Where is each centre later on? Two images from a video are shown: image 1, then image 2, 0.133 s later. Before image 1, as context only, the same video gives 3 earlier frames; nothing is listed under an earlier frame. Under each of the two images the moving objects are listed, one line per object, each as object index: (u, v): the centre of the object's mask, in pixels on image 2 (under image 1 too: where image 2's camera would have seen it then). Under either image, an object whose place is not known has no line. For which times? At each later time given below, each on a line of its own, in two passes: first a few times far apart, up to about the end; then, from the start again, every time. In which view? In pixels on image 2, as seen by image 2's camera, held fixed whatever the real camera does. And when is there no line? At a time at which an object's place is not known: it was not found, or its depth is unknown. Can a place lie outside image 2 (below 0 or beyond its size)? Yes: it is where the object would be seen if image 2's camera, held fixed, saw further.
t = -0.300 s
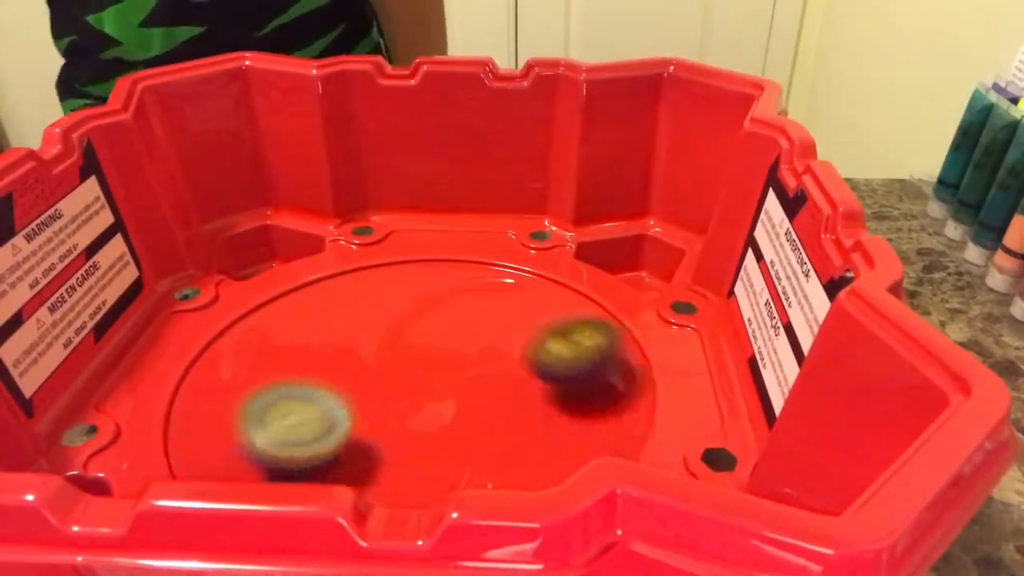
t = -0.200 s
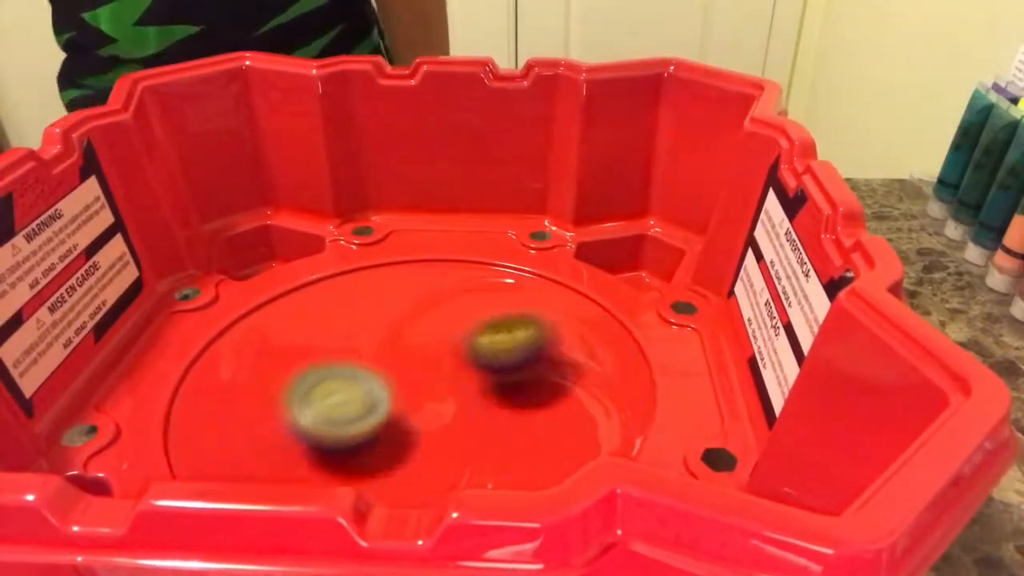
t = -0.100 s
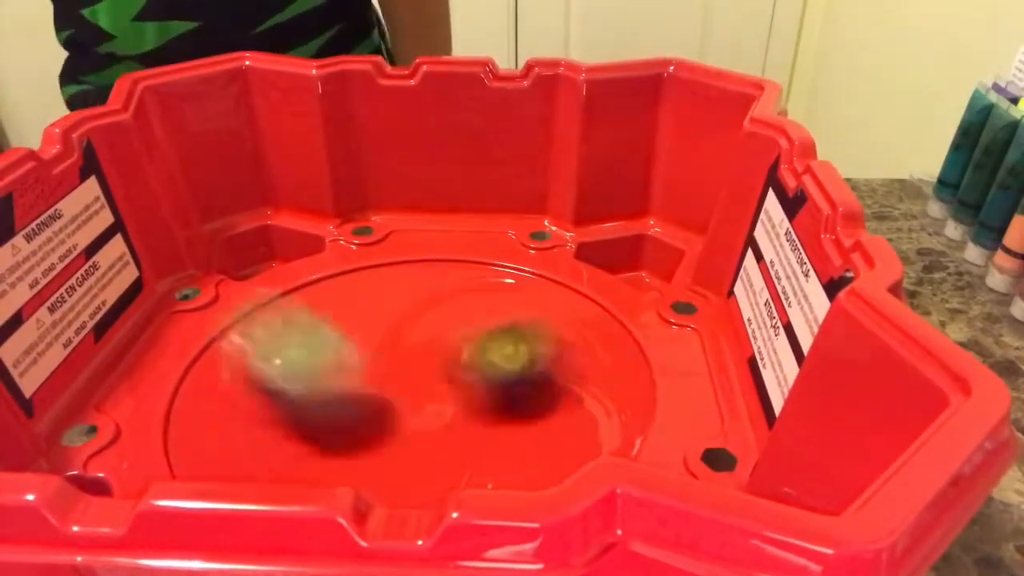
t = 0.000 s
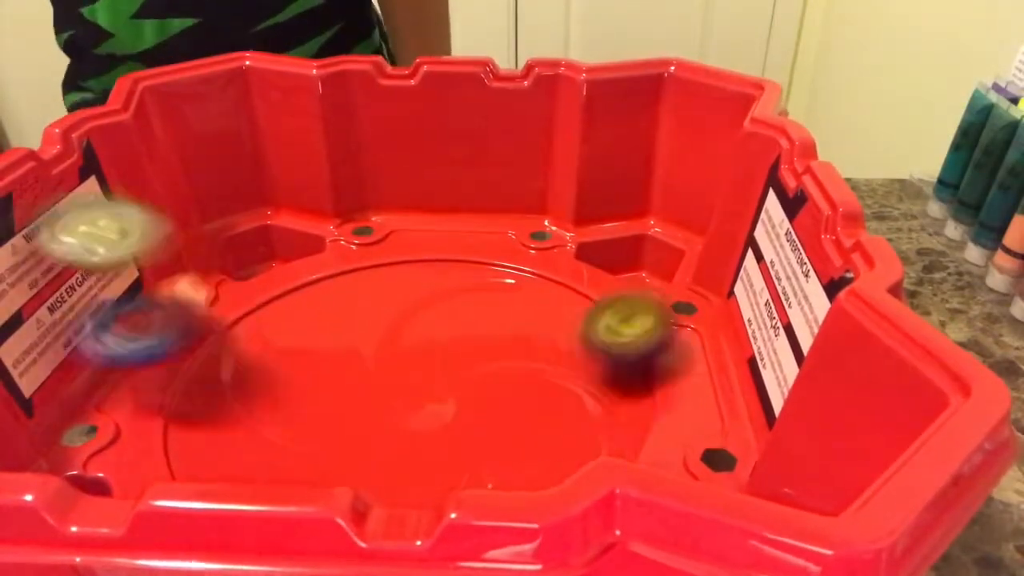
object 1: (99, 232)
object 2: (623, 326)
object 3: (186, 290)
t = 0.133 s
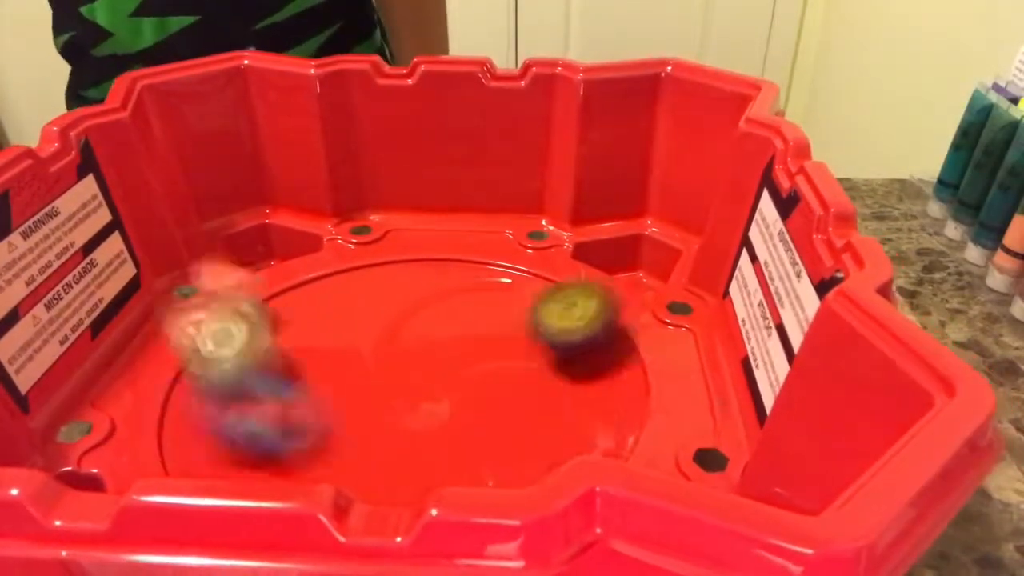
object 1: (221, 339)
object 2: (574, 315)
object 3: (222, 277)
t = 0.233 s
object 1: (372, 407)
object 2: (522, 323)
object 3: (425, 299)
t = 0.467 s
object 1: (540, 388)
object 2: (445, 335)
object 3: (636, 210)
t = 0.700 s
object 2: (444, 351)
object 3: (631, 296)
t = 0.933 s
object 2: (473, 321)
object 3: (575, 334)
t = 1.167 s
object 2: (408, 297)
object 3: (663, 314)
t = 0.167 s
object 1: (253, 374)
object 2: (554, 316)
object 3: (303, 302)
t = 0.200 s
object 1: (309, 380)
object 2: (537, 320)
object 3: (367, 309)
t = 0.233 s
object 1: (372, 407)
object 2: (522, 323)
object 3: (425, 299)
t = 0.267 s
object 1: (424, 443)
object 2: (508, 321)
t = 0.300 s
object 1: (470, 420)
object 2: (502, 316)
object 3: (546, 258)
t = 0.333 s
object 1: (524, 386)
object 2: (493, 312)
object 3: (578, 232)
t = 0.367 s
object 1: (560, 373)
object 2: (483, 313)
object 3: (616, 215)
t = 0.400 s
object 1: (577, 375)
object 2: (472, 318)
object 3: (646, 210)
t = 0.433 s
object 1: (580, 379)
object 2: (457, 325)
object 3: (640, 202)
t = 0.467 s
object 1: (540, 388)
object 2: (445, 335)
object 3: (636, 210)
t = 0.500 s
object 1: (484, 398)
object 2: (434, 342)
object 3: (626, 235)
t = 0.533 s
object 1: (428, 398)
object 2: (429, 349)
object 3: (624, 257)
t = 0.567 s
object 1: (318, 412)
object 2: (432, 352)
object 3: (630, 265)
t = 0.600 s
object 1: (223, 417)
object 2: (435, 353)
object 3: (631, 275)
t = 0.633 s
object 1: (116, 422)
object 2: (439, 353)
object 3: (633, 281)
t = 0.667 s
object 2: (443, 353)
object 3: (632, 291)
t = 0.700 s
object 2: (444, 351)
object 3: (631, 296)
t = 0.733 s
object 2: (443, 348)
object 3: (628, 300)
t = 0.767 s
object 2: (439, 347)
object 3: (615, 307)
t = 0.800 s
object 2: (432, 348)
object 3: (601, 314)
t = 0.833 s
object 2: (429, 350)
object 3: (588, 323)
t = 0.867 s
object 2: (439, 346)
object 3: (571, 331)
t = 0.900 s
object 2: (464, 333)
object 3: (554, 337)
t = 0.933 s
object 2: (473, 321)
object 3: (575, 334)
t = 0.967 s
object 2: (474, 314)
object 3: (618, 317)
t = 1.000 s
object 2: (469, 307)
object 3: (655, 313)
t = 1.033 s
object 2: (459, 301)
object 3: (681, 310)
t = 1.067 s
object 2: (446, 296)
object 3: (707, 307)
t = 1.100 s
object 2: (433, 294)
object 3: (700, 307)
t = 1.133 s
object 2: (420, 295)
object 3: (685, 310)
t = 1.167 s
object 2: (408, 297)
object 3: (663, 314)
